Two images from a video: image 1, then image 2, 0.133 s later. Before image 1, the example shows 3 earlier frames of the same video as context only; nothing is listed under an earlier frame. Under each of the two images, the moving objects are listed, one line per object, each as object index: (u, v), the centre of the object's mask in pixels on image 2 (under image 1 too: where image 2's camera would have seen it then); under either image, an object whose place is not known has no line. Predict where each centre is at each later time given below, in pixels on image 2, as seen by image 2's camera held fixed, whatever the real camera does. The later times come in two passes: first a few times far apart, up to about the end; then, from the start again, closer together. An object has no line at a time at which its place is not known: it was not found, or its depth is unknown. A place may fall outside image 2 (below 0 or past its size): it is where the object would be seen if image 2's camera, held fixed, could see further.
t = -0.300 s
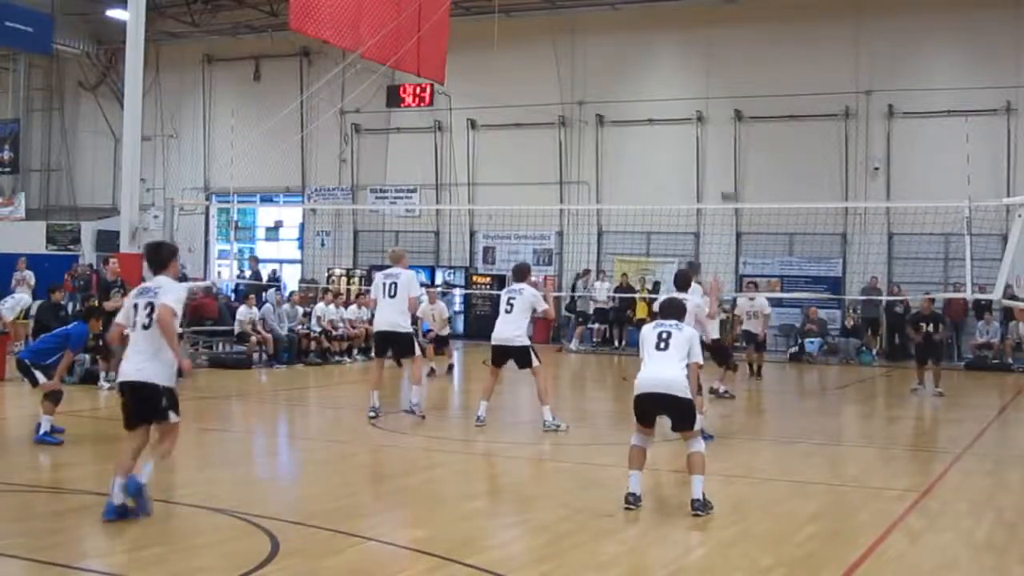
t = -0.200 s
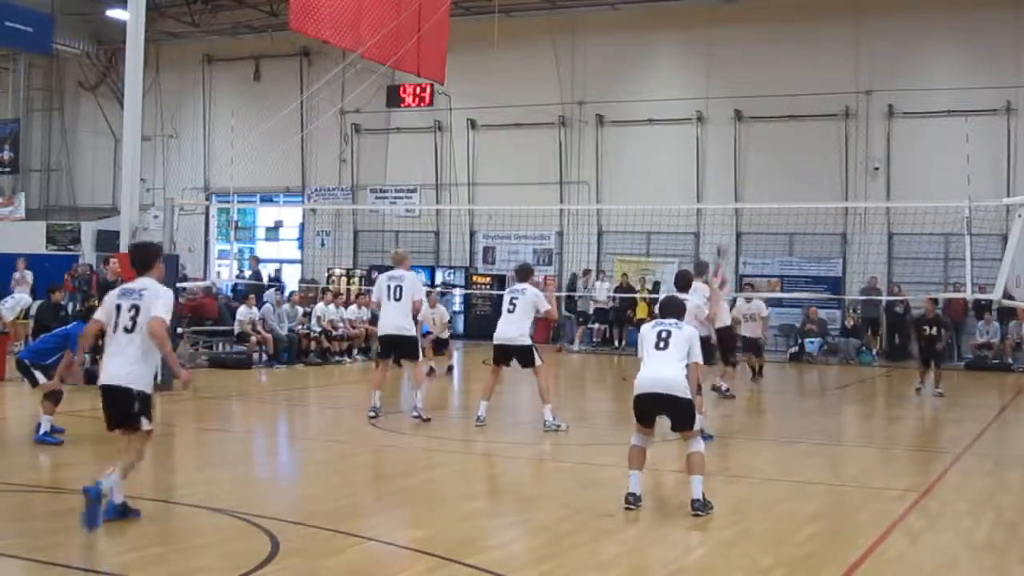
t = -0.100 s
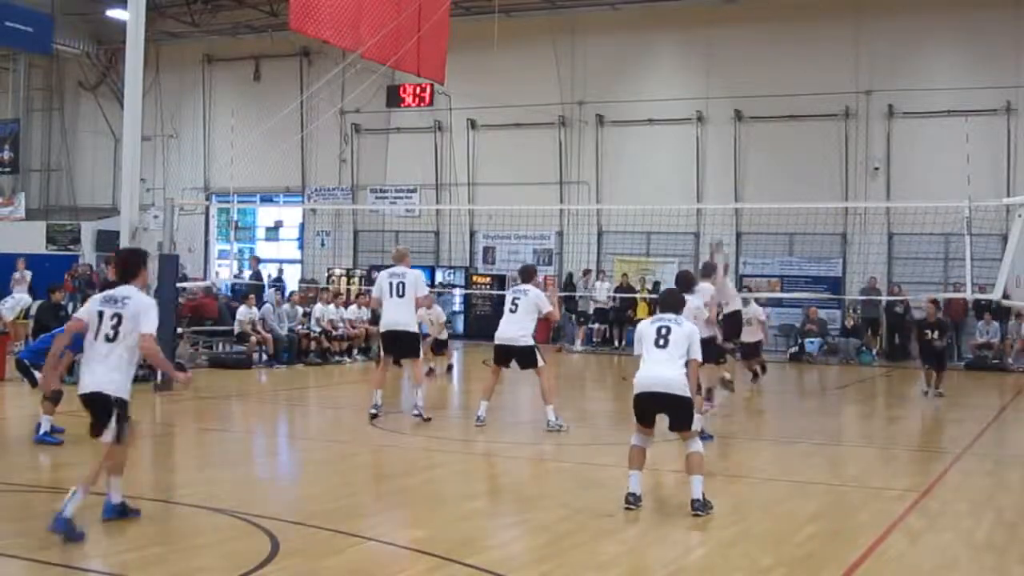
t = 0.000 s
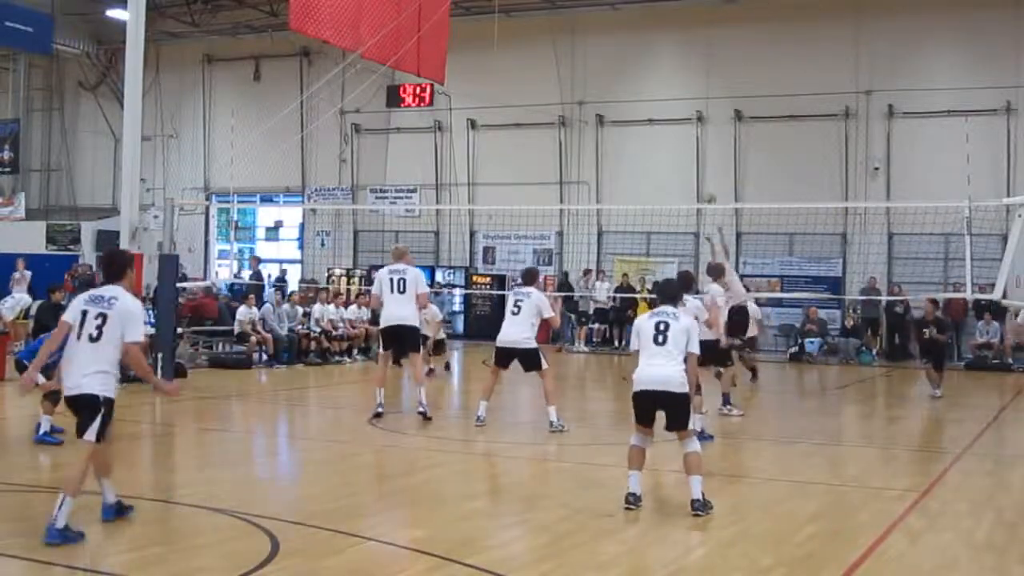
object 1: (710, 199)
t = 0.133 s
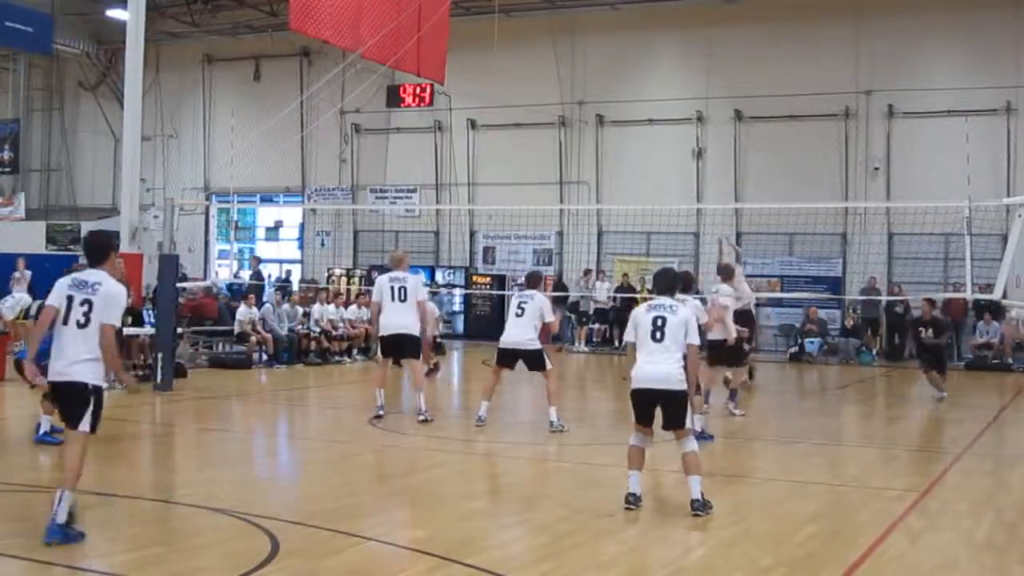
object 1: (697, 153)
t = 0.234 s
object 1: (692, 126)
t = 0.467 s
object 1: (677, 87)
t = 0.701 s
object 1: (662, 87)
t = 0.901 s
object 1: (647, 116)
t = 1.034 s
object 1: (638, 150)
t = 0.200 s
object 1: (695, 134)
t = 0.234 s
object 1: (692, 126)
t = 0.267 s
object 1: (689, 115)
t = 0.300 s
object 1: (687, 109)
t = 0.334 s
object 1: (685, 104)
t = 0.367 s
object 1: (684, 98)
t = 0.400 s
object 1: (681, 94)
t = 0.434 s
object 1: (679, 90)
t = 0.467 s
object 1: (677, 87)
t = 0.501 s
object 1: (675, 85)
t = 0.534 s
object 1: (673, 83)
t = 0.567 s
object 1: (671, 82)
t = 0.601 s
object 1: (668, 82)
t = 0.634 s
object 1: (666, 83)
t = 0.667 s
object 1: (664, 84)
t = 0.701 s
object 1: (662, 87)
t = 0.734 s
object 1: (660, 90)
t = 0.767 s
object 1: (657, 94)
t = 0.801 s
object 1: (655, 98)
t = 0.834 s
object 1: (653, 102)
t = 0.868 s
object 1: (650, 110)
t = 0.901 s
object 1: (647, 116)
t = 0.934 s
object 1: (646, 124)
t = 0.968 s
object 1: (644, 133)
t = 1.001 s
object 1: (641, 141)
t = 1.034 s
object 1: (638, 150)
